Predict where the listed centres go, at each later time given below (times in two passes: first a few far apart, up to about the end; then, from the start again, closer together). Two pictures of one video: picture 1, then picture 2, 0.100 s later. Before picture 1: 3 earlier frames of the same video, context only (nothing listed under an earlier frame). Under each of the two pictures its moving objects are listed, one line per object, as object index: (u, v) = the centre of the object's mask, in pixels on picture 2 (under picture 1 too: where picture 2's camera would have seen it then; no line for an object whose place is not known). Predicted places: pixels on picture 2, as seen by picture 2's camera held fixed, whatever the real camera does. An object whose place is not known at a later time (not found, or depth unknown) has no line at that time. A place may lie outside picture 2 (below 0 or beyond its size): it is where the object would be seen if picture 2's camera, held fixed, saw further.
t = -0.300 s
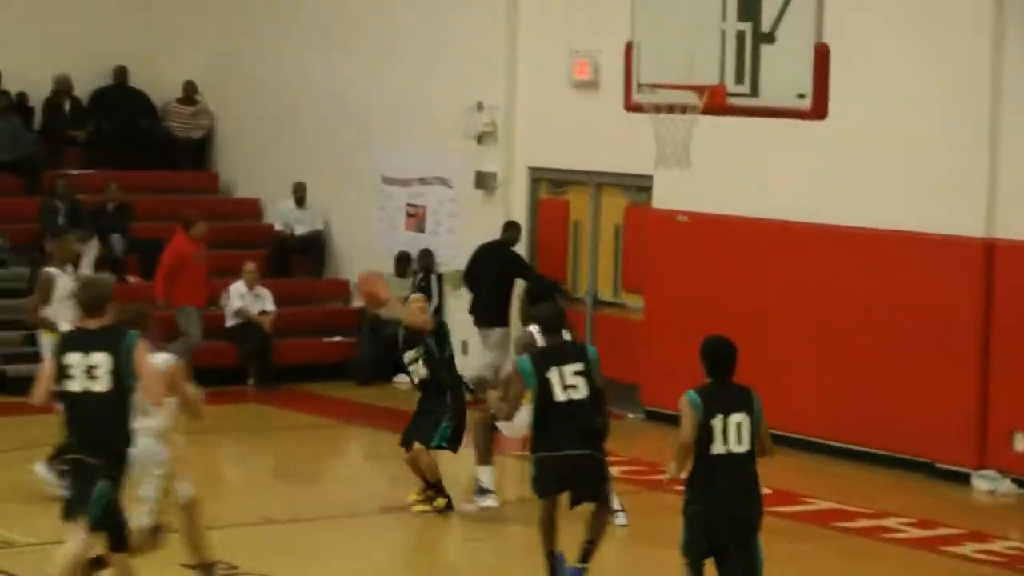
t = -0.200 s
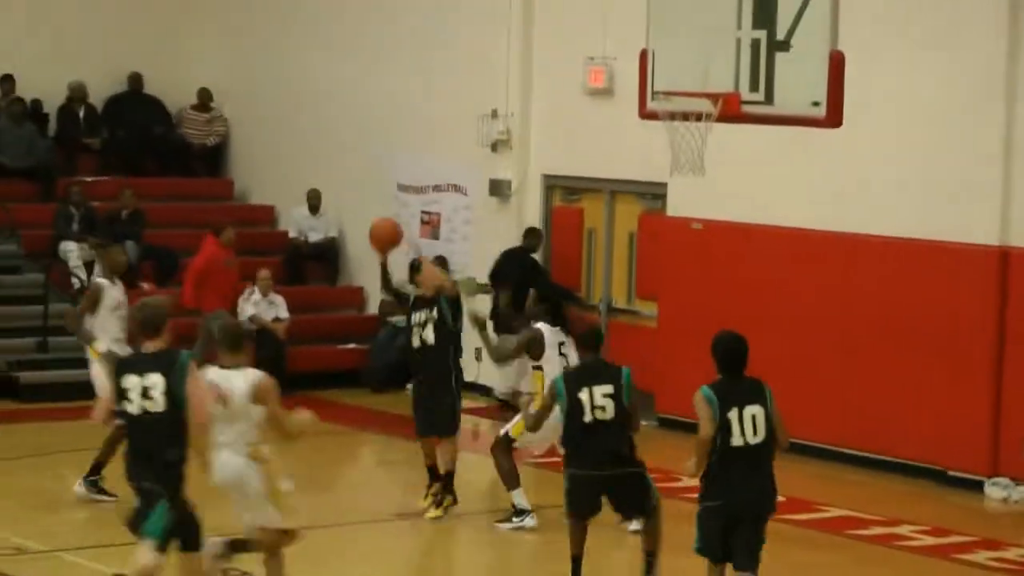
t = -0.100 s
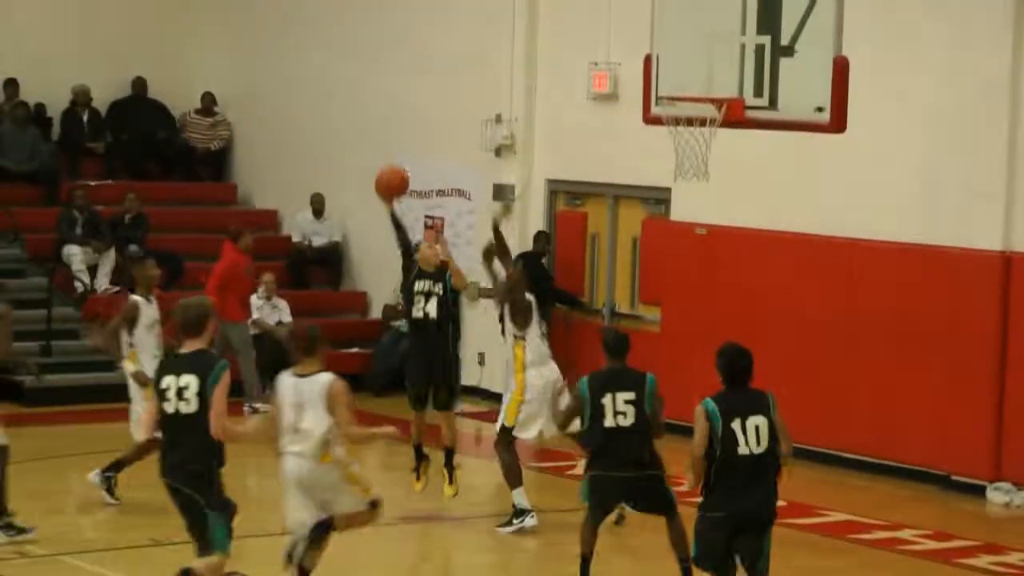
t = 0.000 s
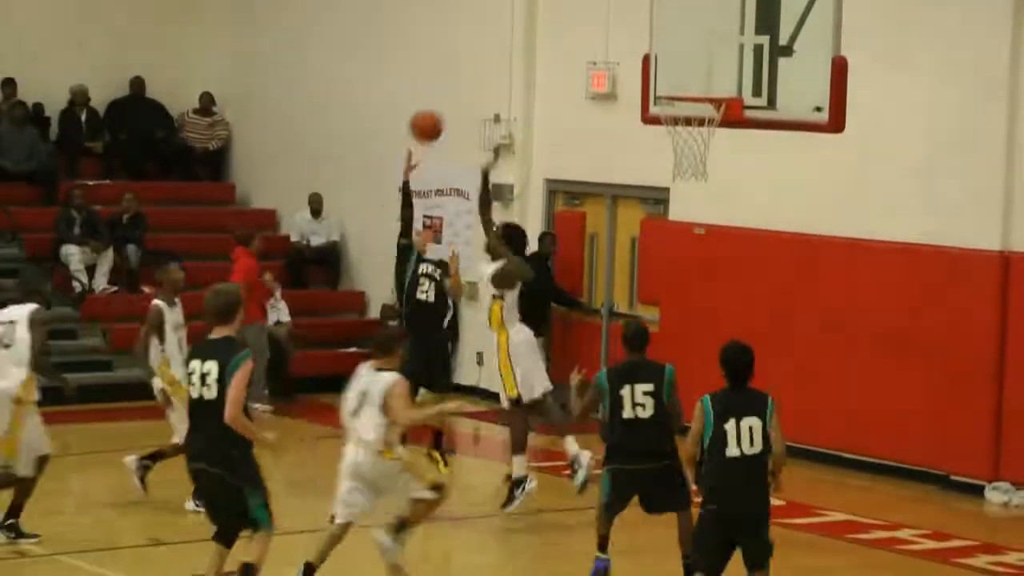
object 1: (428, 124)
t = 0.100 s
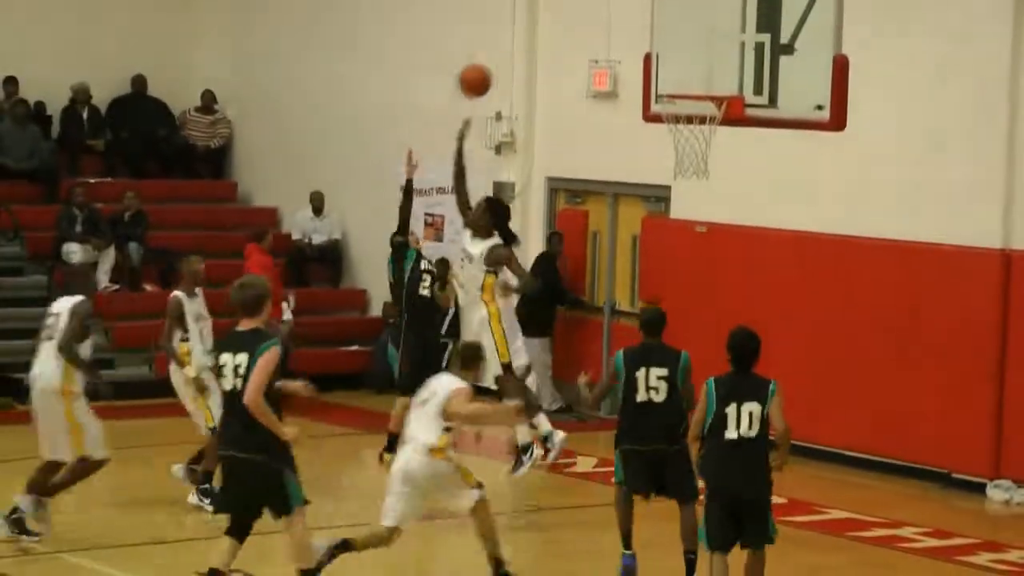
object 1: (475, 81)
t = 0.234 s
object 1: (537, 43)
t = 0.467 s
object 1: (645, 38)
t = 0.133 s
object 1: (489, 69)
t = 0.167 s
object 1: (505, 58)
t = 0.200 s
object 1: (520, 50)
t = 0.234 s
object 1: (537, 43)
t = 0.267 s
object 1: (552, 38)
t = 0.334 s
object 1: (583, 32)
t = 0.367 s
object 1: (599, 31)
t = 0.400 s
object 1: (614, 32)
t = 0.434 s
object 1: (630, 34)
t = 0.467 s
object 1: (645, 38)
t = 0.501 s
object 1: (661, 45)
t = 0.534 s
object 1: (677, 51)
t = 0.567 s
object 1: (692, 61)
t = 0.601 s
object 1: (693, 70)
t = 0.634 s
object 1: (691, 78)
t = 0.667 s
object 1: (687, 68)
